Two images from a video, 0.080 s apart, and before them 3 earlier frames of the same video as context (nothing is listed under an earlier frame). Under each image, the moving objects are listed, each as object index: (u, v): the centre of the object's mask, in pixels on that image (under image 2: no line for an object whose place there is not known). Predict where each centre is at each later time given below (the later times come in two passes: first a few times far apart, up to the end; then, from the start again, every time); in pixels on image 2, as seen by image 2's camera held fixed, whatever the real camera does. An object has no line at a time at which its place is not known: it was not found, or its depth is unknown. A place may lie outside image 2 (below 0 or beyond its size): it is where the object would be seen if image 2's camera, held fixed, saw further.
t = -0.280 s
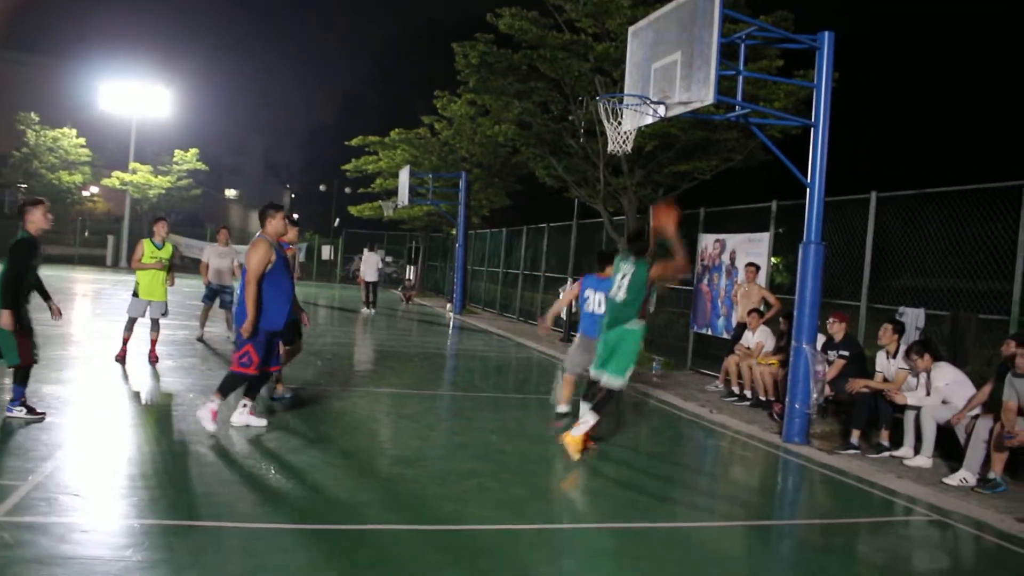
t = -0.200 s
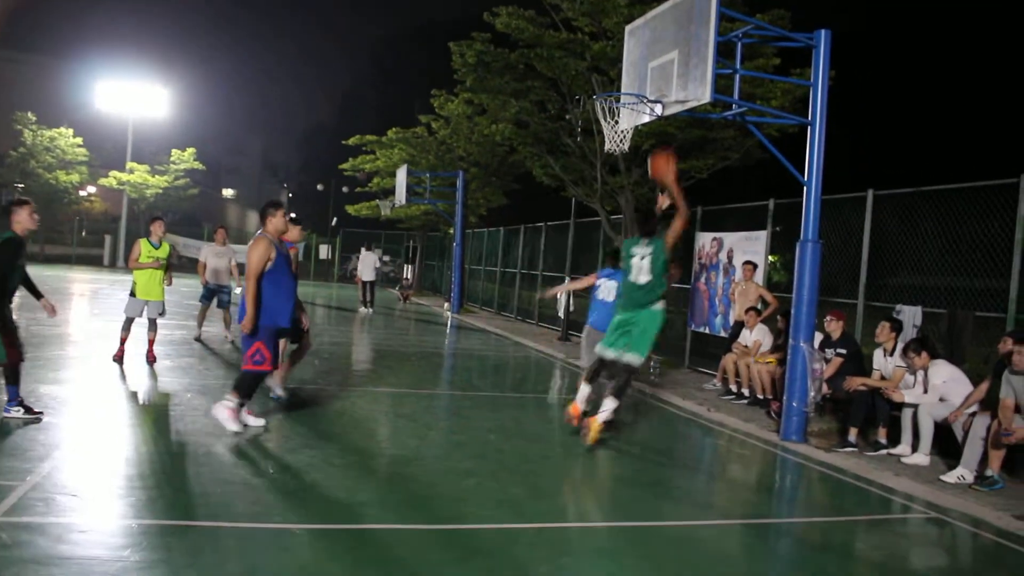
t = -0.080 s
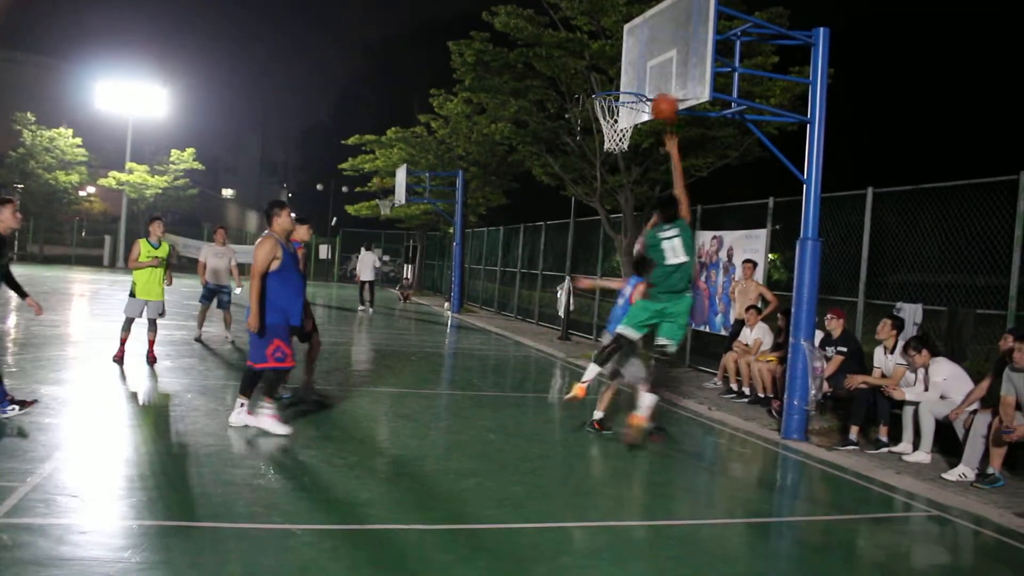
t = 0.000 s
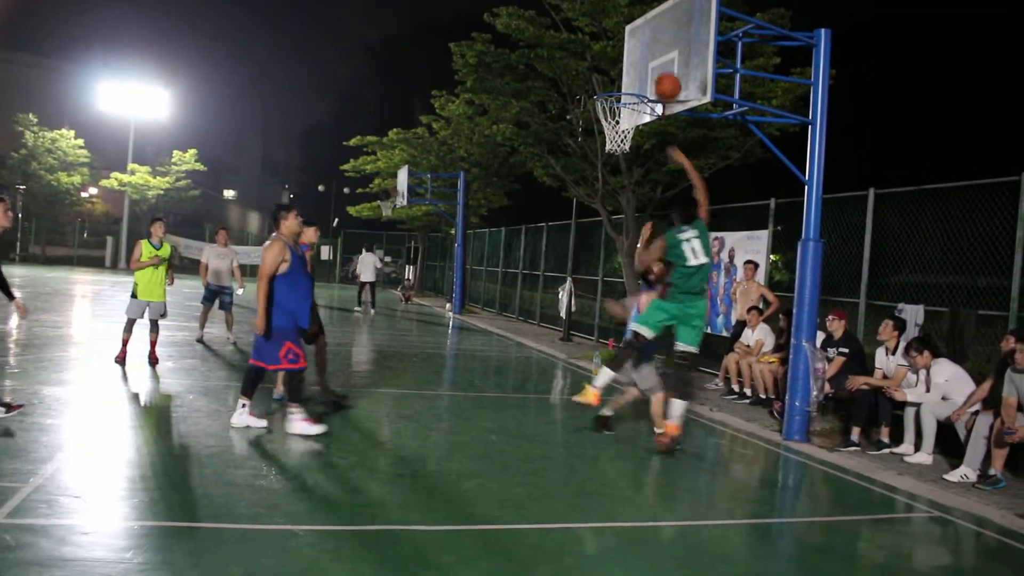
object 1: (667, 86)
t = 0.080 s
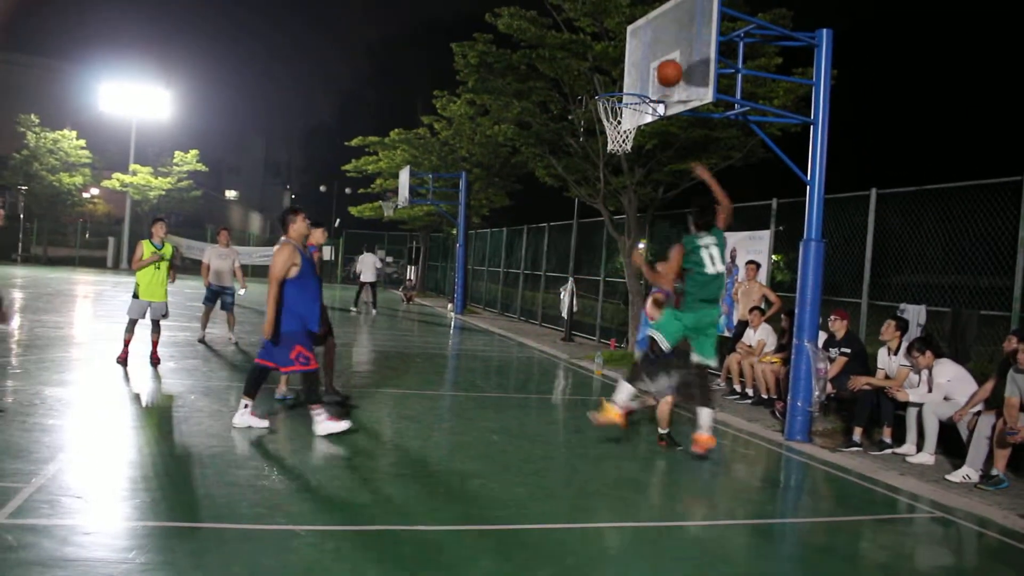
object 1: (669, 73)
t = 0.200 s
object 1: (655, 73)
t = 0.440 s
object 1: (644, 80)
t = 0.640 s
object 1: (644, 89)
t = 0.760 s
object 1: (642, 115)
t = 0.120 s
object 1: (665, 71)
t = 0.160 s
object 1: (660, 71)
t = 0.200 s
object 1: (655, 73)
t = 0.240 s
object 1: (650, 76)
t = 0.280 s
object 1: (646, 80)
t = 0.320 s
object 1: (644, 80)
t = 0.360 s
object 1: (644, 79)
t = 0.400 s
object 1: (644, 79)
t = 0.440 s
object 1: (644, 80)
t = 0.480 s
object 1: (644, 80)
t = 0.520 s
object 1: (644, 81)
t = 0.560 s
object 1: (644, 82)
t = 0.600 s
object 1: (644, 85)
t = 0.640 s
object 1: (644, 89)
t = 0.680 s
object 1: (644, 95)
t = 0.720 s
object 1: (643, 104)
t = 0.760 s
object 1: (642, 115)
